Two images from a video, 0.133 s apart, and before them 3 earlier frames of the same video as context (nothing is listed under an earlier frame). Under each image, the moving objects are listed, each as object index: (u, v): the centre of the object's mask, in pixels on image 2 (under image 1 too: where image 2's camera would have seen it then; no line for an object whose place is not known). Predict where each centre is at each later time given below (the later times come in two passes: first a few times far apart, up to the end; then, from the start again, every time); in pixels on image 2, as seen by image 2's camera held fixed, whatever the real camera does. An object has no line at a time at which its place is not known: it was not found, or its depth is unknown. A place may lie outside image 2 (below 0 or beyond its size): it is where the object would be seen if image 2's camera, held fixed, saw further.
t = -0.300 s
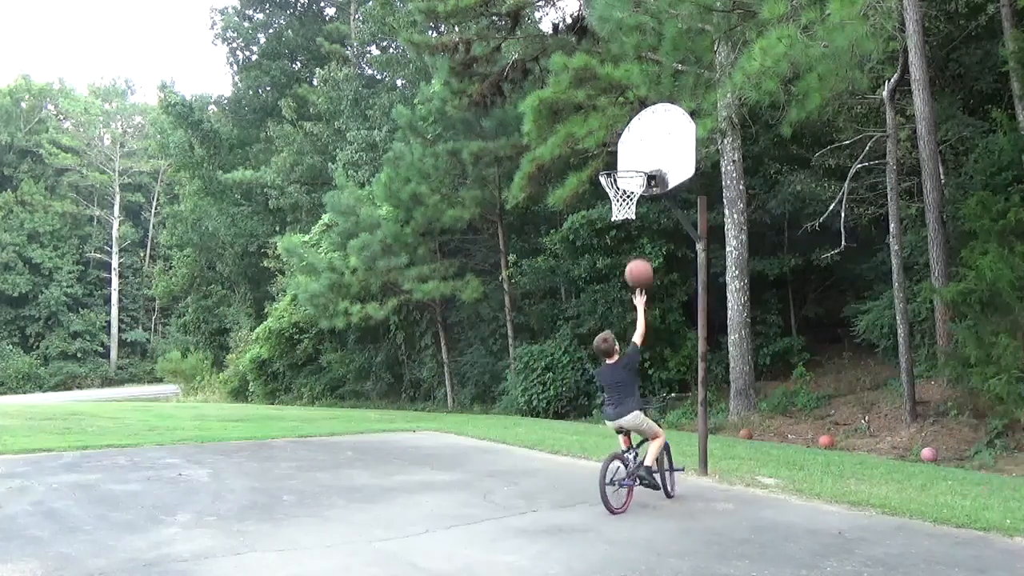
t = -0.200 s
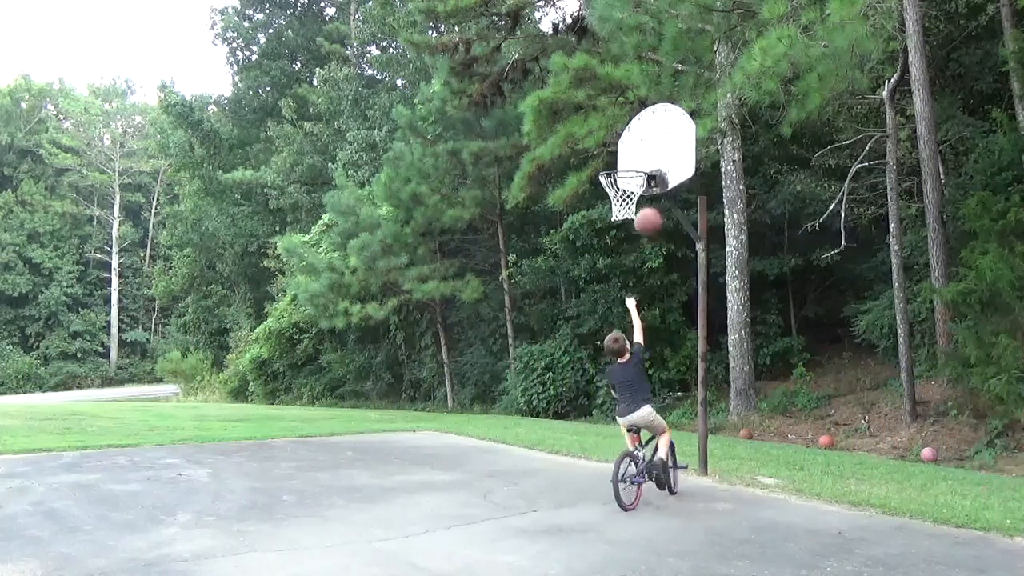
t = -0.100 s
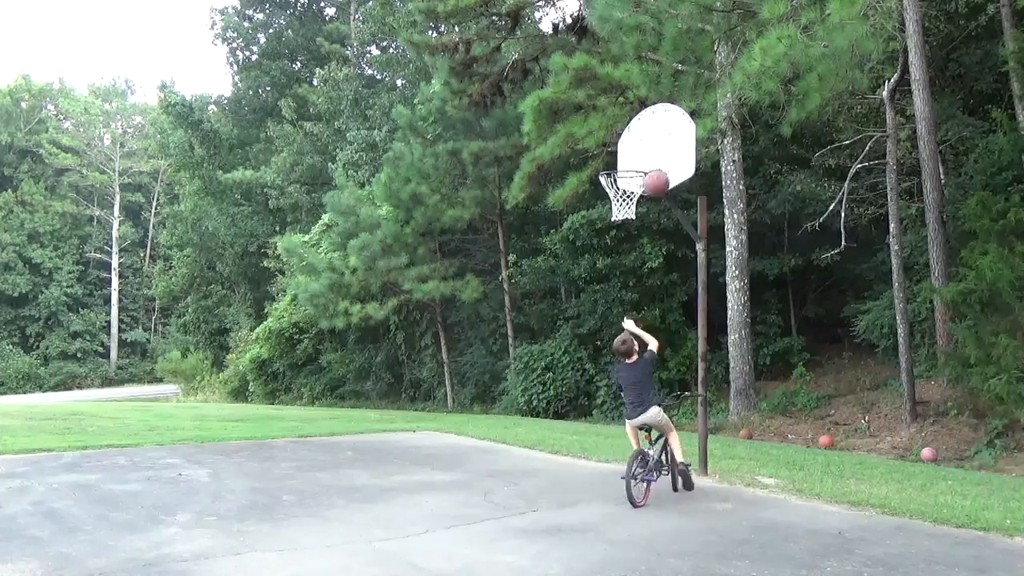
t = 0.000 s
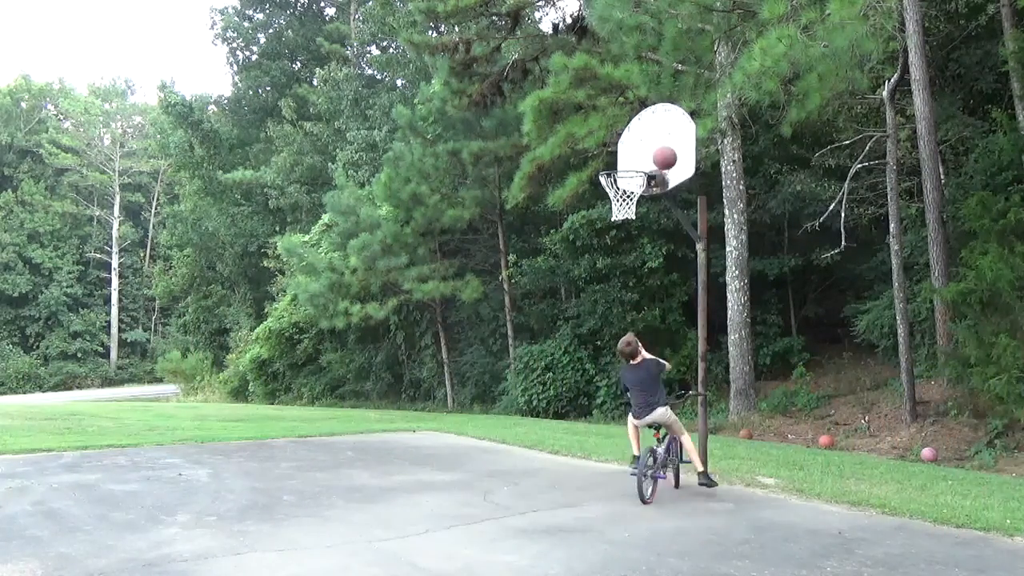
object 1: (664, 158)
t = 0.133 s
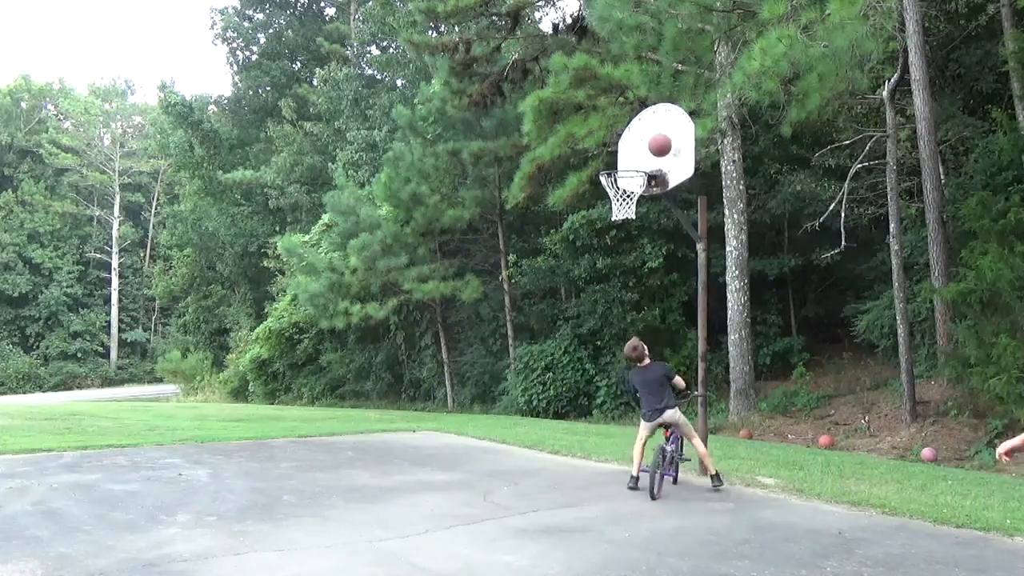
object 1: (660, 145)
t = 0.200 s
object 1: (649, 147)
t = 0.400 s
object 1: (621, 175)
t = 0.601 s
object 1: (611, 211)
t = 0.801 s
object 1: (610, 256)
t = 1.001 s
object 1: (610, 342)
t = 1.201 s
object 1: (610, 467)
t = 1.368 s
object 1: (618, 395)
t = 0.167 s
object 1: (654, 145)
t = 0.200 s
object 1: (649, 147)
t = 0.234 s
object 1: (644, 149)
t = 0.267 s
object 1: (639, 153)
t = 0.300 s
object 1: (634, 158)
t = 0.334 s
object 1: (629, 164)
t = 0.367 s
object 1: (624, 170)
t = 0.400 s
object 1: (621, 175)
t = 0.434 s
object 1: (617, 182)
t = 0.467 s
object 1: (614, 187)
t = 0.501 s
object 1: (610, 194)
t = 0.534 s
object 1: (610, 197)
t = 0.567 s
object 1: (612, 210)
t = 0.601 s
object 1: (611, 211)
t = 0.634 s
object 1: (610, 213)
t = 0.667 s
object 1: (610, 219)
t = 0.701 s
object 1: (610, 226)
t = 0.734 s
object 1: (610, 235)
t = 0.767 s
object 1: (610, 244)
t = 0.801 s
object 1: (610, 256)
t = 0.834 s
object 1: (610, 268)
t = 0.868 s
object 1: (610, 281)
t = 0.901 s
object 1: (611, 294)
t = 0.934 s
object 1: (610, 309)
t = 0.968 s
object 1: (610, 325)
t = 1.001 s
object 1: (610, 342)
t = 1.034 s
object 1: (612, 360)
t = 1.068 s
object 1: (611, 379)
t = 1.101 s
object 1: (611, 398)
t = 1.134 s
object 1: (611, 421)
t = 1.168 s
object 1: (611, 443)
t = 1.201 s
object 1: (610, 467)
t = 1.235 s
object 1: (612, 458)
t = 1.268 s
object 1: (614, 440)
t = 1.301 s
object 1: (615, 423)
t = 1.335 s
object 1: (617, 409)
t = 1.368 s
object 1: (618, 395)
